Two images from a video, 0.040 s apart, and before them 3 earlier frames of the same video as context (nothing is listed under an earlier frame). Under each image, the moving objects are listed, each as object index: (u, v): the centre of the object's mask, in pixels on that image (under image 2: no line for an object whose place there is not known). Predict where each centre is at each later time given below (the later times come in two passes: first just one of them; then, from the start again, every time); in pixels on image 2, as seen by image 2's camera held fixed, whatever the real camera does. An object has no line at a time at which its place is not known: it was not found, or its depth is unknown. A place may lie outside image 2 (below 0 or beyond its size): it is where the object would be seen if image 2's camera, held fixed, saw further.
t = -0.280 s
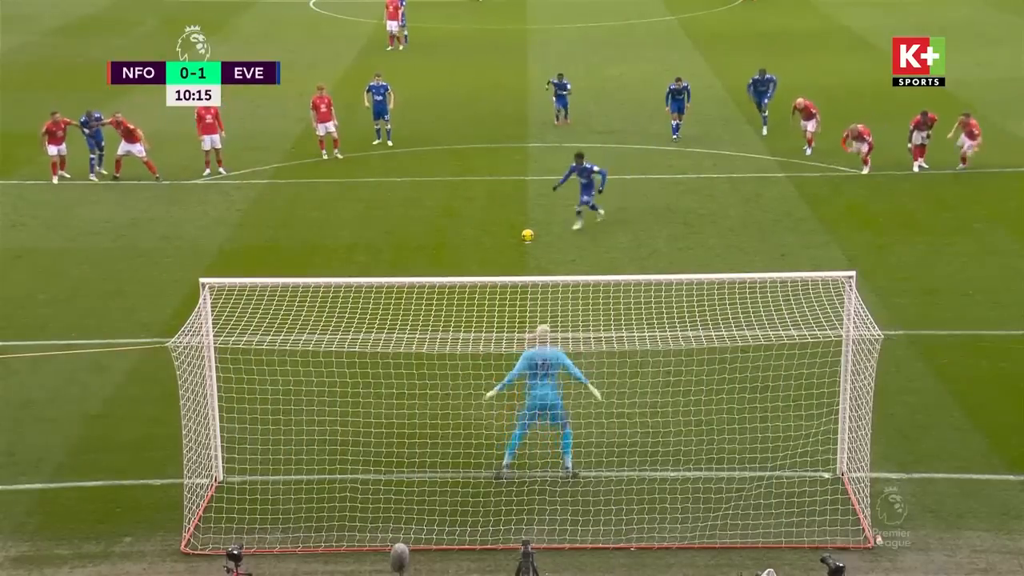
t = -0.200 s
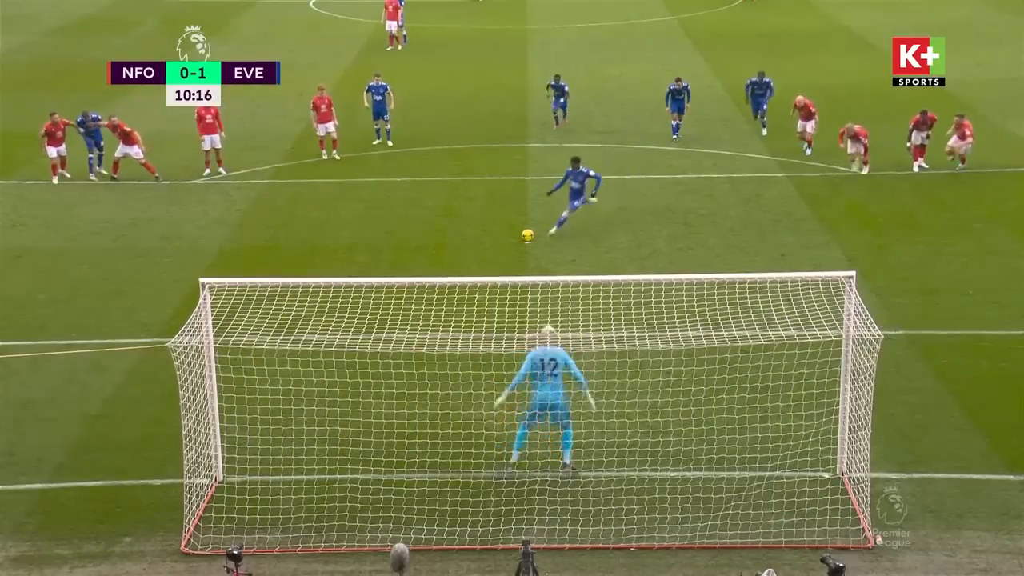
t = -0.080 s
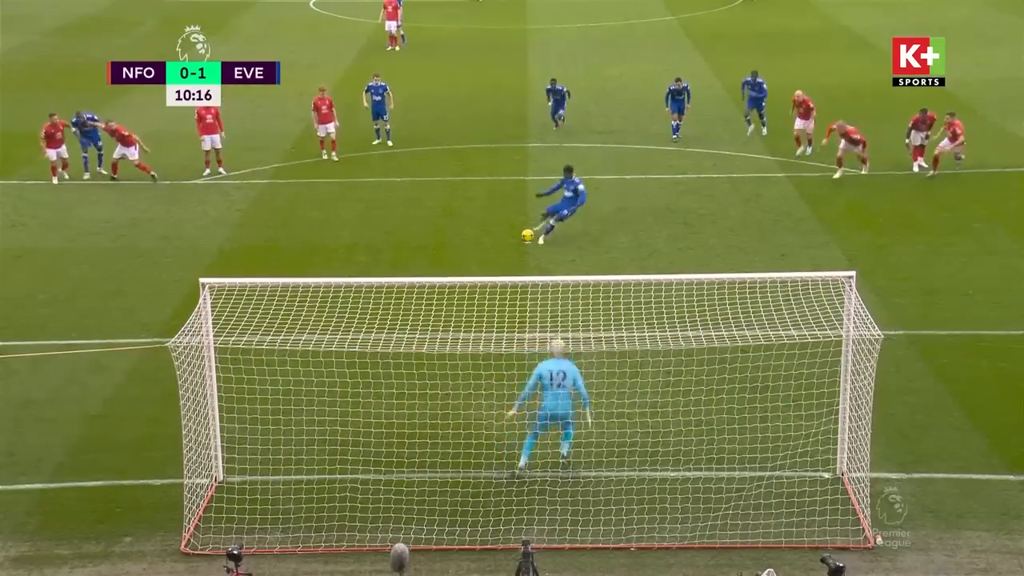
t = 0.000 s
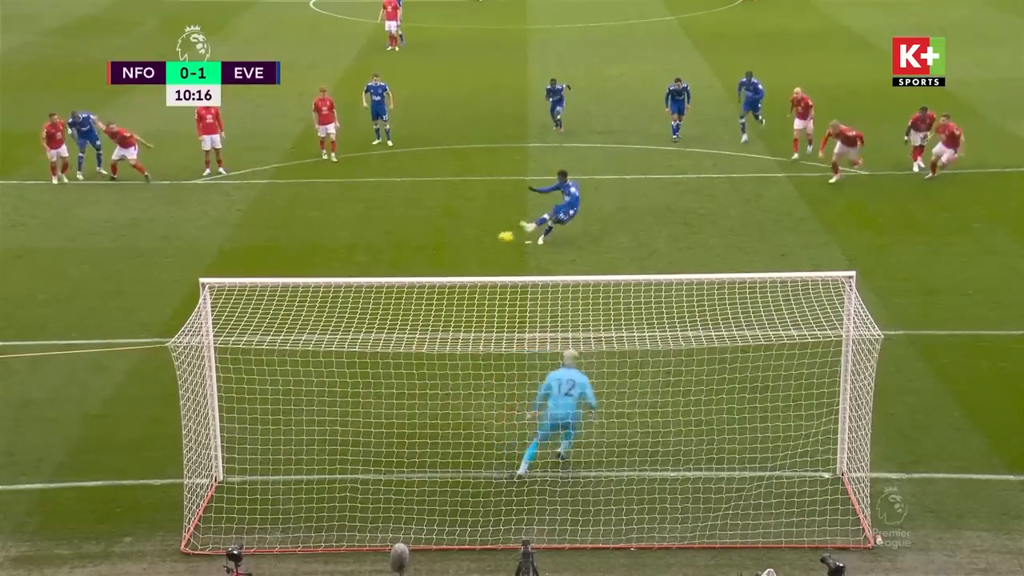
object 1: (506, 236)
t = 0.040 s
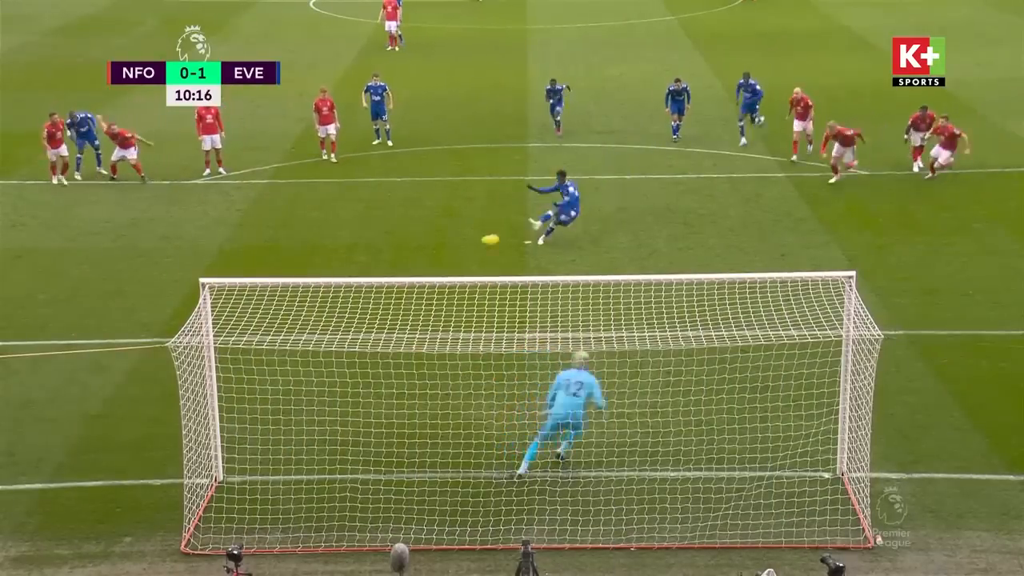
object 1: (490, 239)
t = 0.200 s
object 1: (426, 271)
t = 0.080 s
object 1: (474, 244)
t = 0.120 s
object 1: (459, 251)
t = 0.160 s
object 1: (442, 261)
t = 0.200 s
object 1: (426, 271)
